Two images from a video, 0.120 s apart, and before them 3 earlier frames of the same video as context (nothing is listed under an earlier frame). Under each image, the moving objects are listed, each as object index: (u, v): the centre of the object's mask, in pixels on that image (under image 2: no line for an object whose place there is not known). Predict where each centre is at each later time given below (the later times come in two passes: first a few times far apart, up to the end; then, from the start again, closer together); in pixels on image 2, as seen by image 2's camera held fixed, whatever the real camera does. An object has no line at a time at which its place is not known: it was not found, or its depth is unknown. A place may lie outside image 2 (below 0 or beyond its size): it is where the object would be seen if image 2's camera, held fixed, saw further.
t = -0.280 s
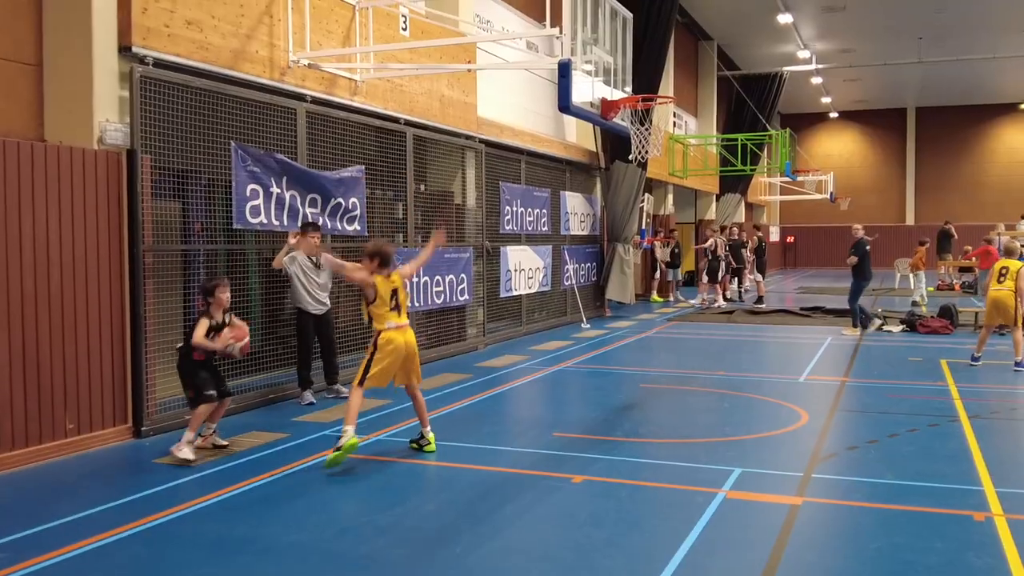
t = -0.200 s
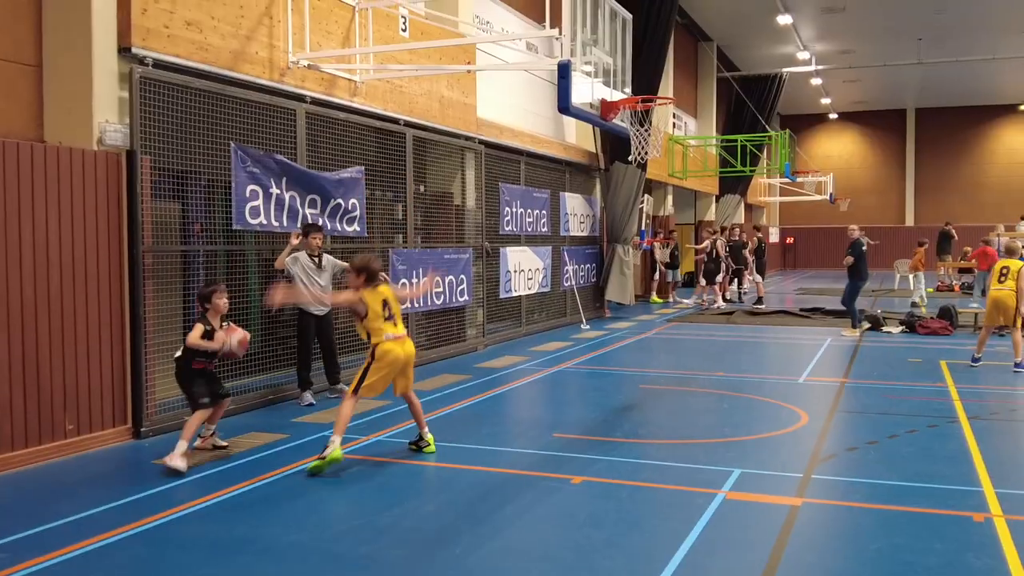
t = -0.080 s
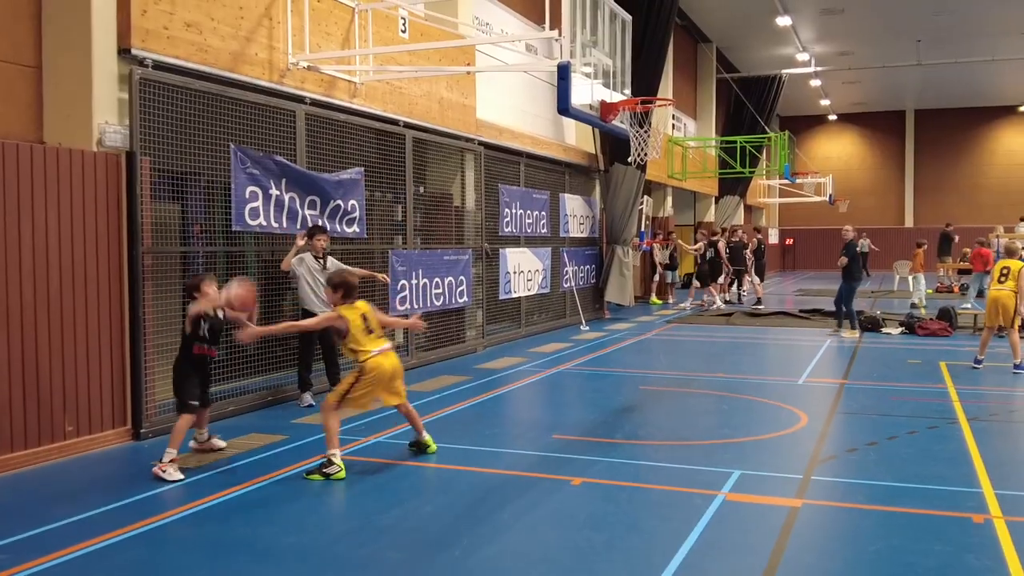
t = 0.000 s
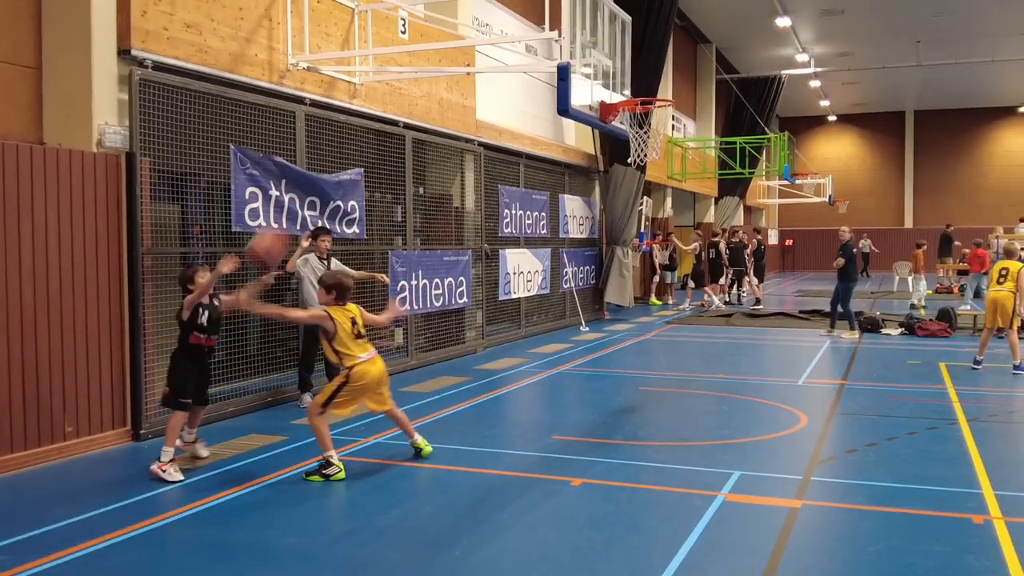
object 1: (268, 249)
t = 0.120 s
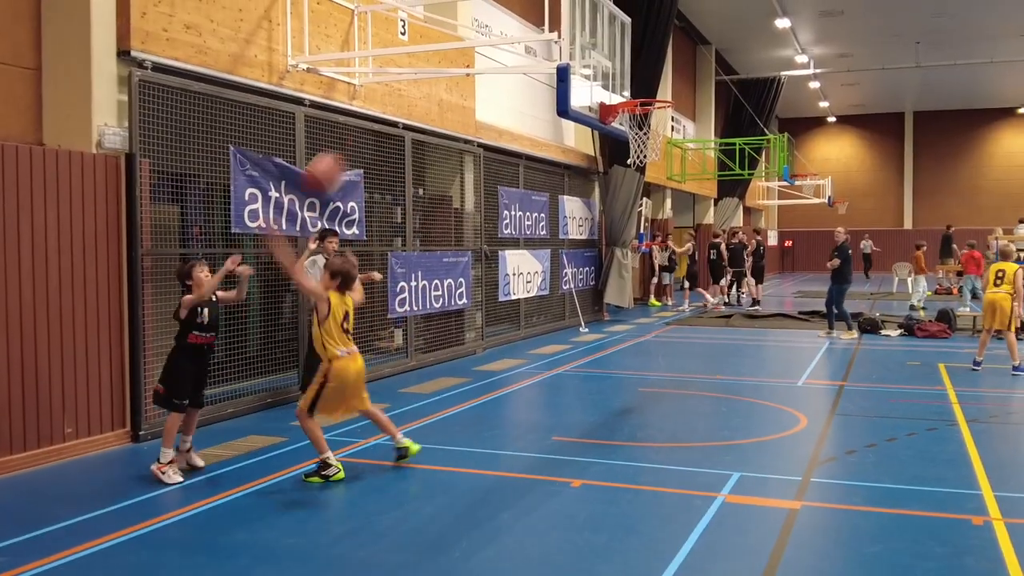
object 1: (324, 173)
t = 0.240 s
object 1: (389, 118)
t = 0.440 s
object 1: (519, 67)
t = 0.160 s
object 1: (346, 152)
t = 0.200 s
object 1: (367, 133)
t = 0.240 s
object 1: (389, 118)
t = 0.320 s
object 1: (438, 90)
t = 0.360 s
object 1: (464, 79)
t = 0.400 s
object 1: (490, 73)
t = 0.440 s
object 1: (519, 67)
